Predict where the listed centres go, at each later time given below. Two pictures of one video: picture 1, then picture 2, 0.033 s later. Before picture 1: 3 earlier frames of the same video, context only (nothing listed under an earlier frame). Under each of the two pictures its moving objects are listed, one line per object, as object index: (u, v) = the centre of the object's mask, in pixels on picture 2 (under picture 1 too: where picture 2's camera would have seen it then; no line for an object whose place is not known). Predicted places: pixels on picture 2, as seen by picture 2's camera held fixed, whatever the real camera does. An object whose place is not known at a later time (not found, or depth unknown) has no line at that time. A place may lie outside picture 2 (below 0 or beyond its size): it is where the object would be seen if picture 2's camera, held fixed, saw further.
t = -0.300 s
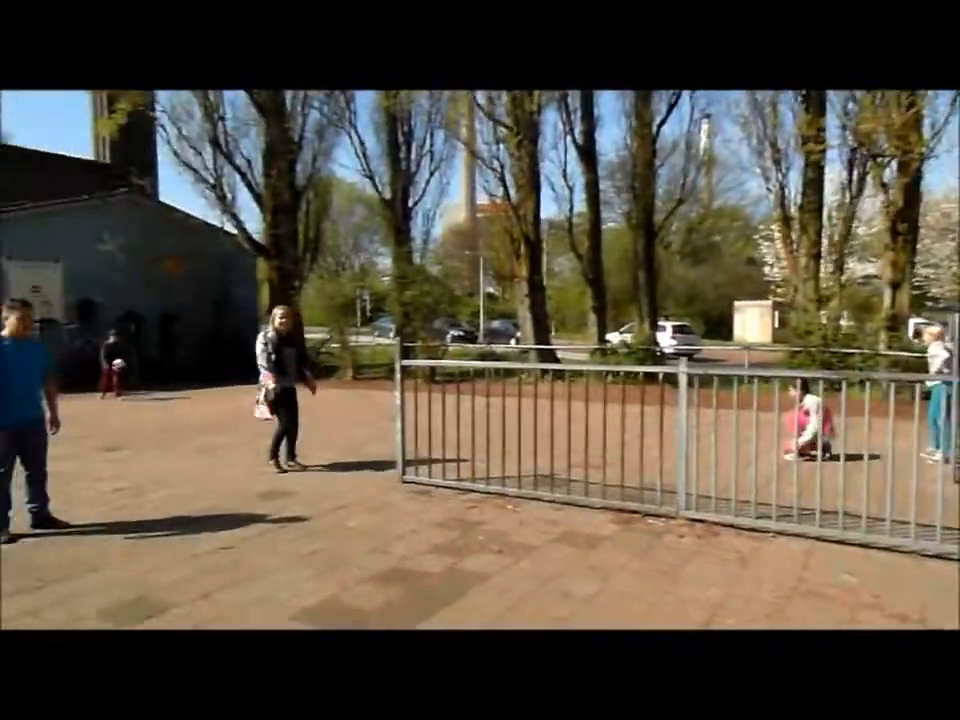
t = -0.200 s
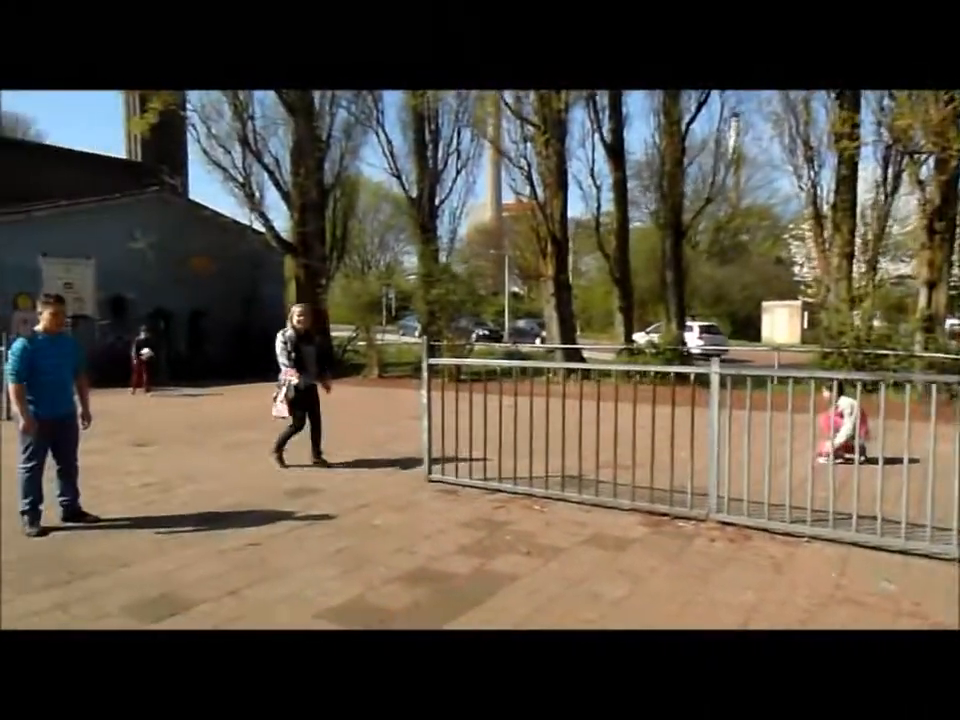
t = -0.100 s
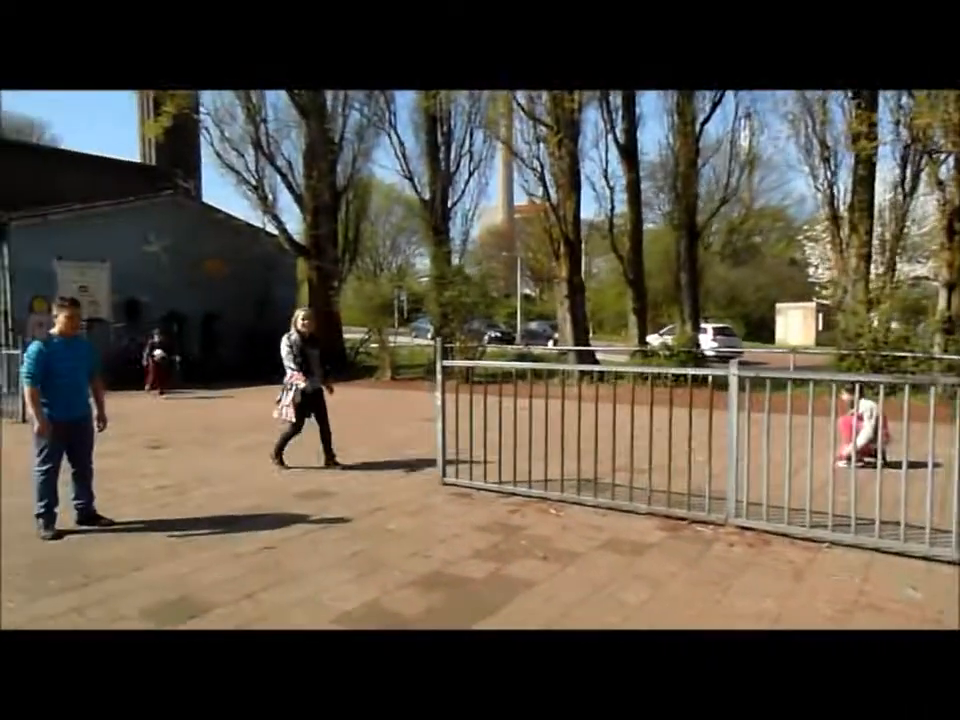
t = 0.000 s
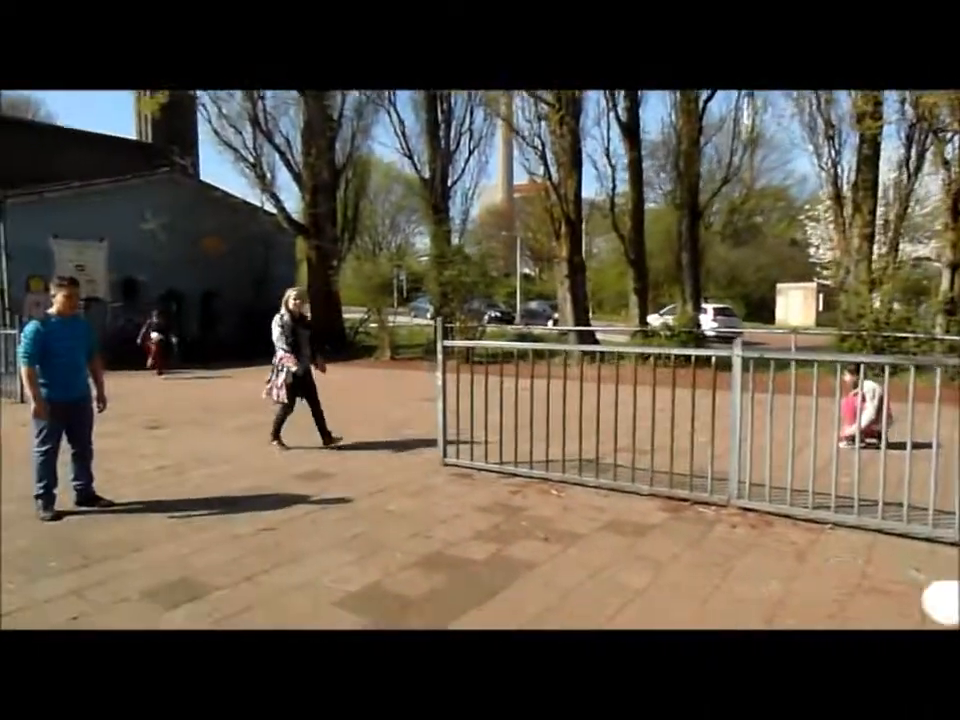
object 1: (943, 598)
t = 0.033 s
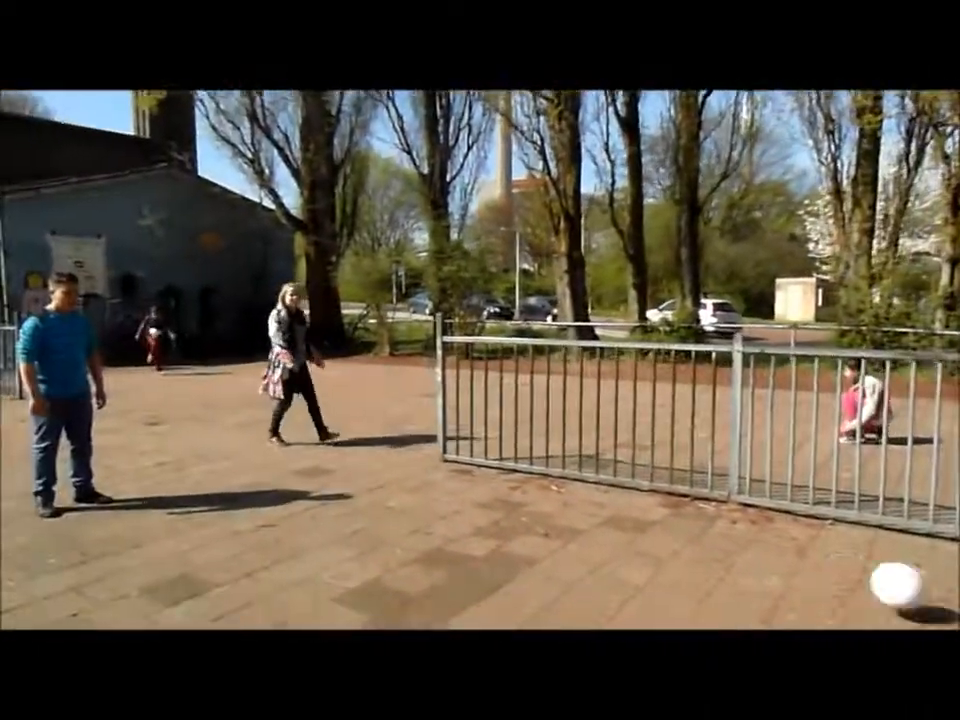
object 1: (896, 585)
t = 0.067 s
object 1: (846, 575)
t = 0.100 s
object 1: (800, 568)
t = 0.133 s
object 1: (760, 558)
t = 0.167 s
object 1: (726, 547)
